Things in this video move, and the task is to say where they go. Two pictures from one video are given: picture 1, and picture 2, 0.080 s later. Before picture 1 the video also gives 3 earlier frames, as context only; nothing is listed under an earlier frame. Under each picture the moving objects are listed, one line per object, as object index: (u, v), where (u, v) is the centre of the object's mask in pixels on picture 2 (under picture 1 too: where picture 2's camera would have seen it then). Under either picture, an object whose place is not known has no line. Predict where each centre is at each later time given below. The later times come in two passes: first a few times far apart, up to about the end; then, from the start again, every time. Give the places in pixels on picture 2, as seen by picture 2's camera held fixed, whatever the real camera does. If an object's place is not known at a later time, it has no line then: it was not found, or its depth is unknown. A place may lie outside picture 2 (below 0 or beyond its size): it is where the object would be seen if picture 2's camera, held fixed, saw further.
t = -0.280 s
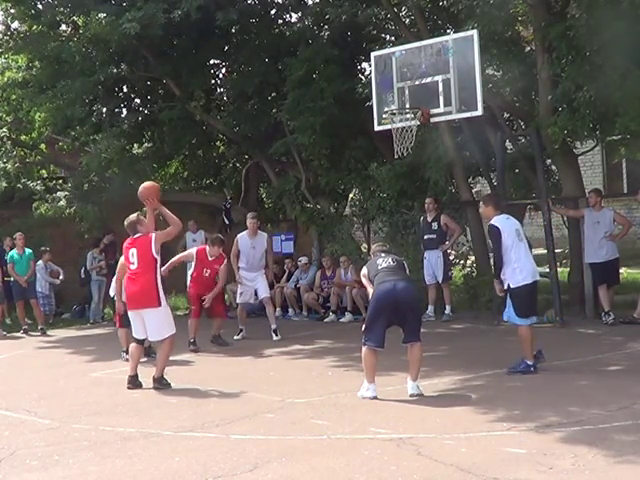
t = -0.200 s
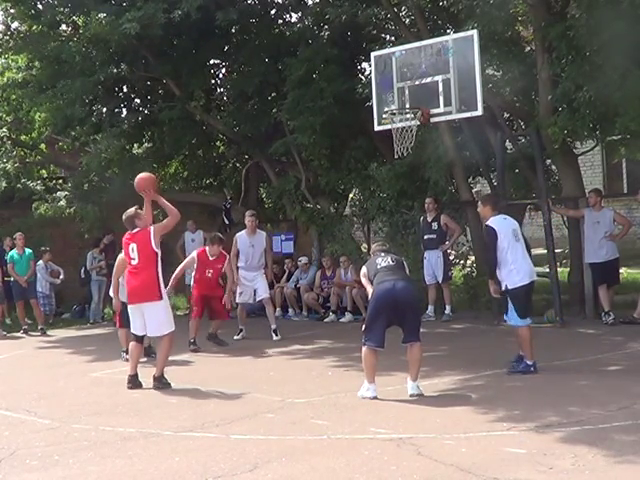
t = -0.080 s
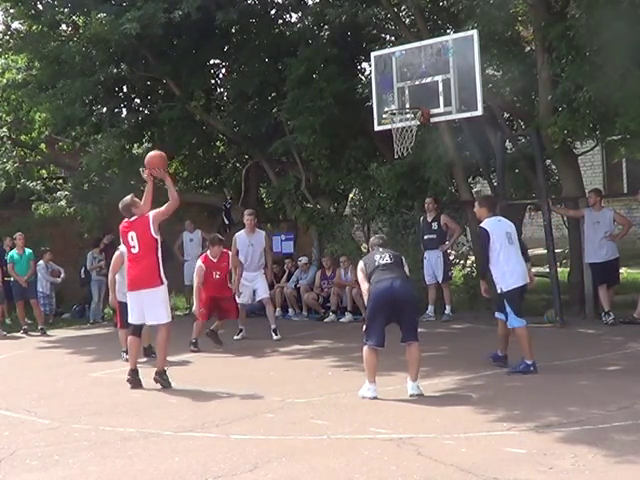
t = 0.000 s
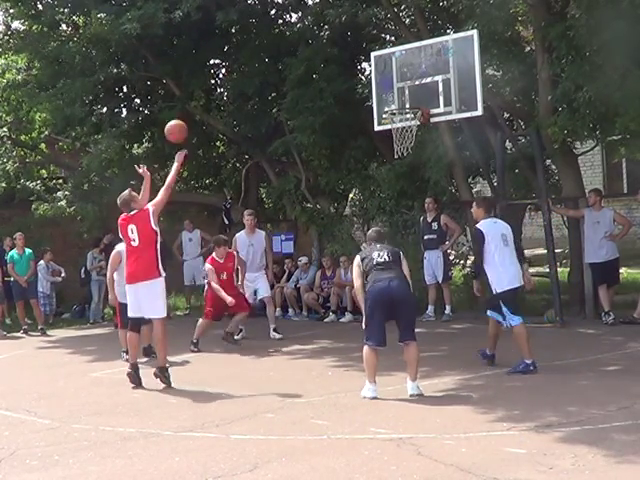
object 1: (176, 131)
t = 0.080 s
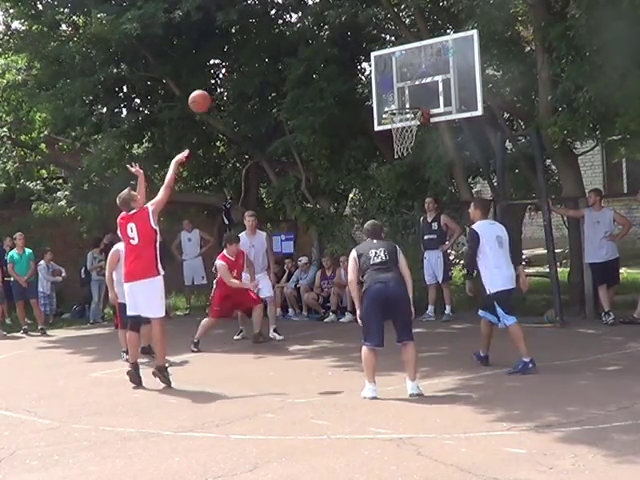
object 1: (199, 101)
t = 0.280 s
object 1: (255, 54)
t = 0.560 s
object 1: (326, 51)
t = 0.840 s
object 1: (390, 103)
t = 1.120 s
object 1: (425, 91)
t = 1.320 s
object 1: (438, 102)
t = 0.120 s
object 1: (211, 89)
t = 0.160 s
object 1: (222, 78)
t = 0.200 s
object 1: (233, 69)
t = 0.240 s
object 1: (244, 61)
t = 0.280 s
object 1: (255, 54)
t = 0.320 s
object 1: (265, 50)
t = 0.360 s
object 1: (276, 47)
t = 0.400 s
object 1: (286, 45)
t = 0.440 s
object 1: (296, 45)
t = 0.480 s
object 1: (306, 46)
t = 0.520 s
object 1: (316, 48)
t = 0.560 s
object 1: (326, 51)
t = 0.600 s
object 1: (335, 55)
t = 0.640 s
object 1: (344, 61)
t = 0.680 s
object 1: (354, 68)
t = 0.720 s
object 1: (363, 76)
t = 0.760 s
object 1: (372, 85)
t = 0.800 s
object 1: (382, 95)
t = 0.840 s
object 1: (390, 103)
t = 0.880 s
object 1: (400, 103)
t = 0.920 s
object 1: (406, 103)
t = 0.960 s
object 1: (409, 102)
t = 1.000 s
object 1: (416, 97)
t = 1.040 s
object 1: (417, 96)
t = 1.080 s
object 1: (421, 94)
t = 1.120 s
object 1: (425, 91)
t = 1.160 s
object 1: (426, 90)
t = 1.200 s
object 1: (429, 91)
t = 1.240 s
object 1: (432, 93)
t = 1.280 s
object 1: (436, 98)
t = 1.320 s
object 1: (438, 102)
